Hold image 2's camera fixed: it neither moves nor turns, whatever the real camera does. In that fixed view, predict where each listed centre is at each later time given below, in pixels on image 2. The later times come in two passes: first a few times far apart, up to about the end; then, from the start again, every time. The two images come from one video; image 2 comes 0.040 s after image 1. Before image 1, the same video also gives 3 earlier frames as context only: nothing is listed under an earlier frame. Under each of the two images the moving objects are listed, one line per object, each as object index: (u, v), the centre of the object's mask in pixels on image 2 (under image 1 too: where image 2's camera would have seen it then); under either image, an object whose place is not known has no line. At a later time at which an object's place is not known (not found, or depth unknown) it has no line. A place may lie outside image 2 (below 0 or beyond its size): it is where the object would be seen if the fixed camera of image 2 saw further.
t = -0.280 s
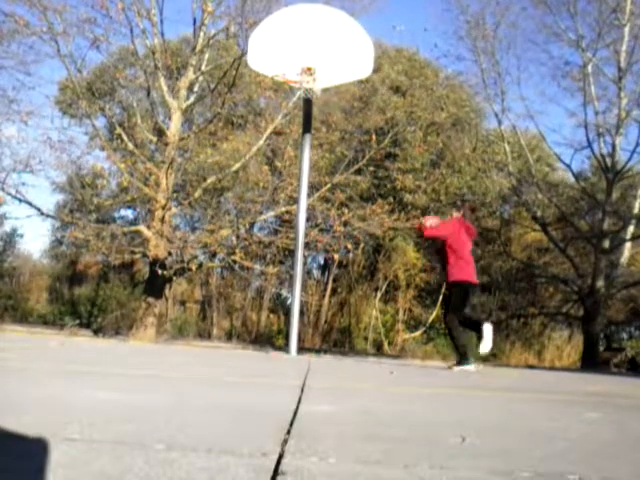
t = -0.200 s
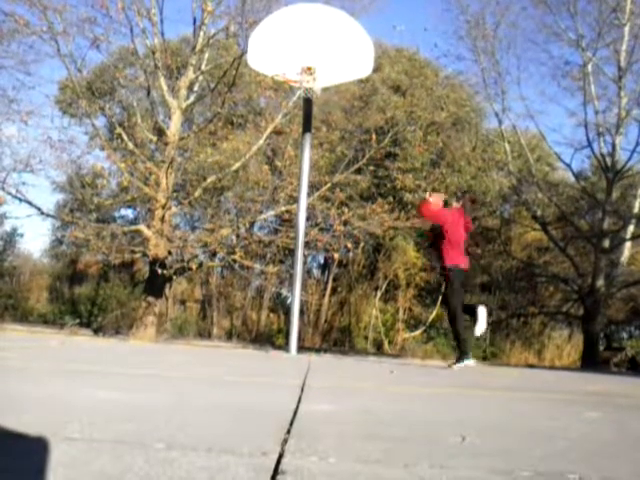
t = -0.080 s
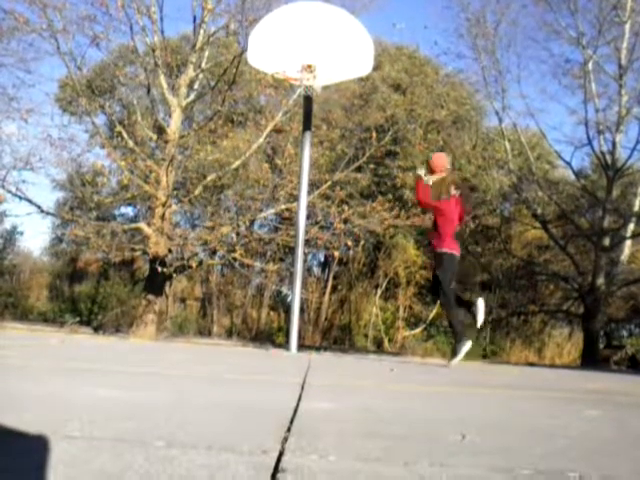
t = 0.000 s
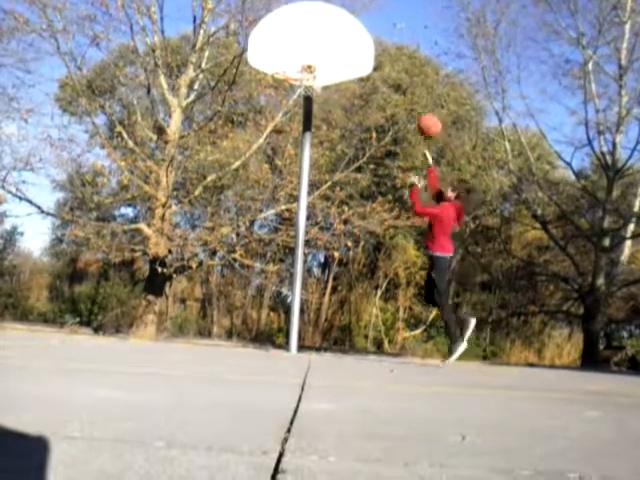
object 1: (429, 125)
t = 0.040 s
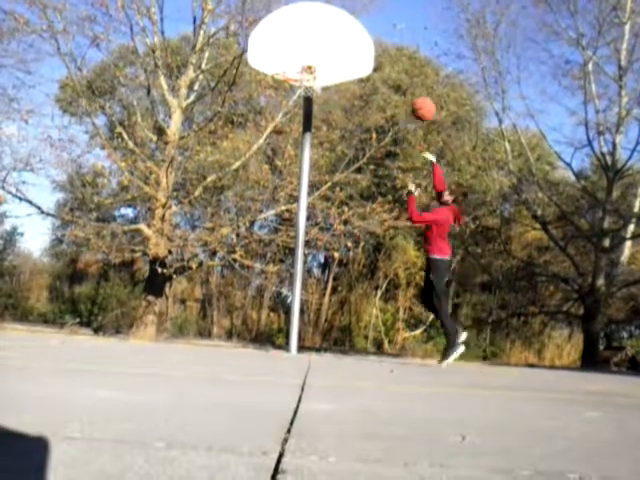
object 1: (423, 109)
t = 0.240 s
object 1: (393, 45)
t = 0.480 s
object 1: (360, 15)
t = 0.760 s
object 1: (317, 46)
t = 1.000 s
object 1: (296, 74)
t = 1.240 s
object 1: (307, 99)
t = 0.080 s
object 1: (419, 93)
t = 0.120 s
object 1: (412, 79)
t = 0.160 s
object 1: (405, 65)
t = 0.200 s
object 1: (399, 55)
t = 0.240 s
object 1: (393, 45)
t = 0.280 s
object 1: (388, 37)
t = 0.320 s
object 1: (381, 31)
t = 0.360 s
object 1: (376, 24)
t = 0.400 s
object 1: (370, 20)
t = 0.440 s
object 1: (365, 17)
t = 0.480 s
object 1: (360, 15)
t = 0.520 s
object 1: (352, 16)
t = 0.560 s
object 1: (347, 18)
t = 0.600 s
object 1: (341, 21)
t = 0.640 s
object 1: (335, 25)
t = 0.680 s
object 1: (329, 31)
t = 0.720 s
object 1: (324, 38)
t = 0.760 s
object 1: (317, 46)
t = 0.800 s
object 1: (311, 56)
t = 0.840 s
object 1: (307, 61)
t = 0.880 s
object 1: (304, 65)
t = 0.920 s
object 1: (298, 70)
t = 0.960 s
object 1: (296, 72)
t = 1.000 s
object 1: (296, 74)
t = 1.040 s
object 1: (296, 75)
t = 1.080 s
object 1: (299, 77)
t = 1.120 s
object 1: (301, 80)
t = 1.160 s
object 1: (302, 84)
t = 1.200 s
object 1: (304, 90)
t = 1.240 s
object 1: (307, 99)
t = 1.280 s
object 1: (309, 110)
